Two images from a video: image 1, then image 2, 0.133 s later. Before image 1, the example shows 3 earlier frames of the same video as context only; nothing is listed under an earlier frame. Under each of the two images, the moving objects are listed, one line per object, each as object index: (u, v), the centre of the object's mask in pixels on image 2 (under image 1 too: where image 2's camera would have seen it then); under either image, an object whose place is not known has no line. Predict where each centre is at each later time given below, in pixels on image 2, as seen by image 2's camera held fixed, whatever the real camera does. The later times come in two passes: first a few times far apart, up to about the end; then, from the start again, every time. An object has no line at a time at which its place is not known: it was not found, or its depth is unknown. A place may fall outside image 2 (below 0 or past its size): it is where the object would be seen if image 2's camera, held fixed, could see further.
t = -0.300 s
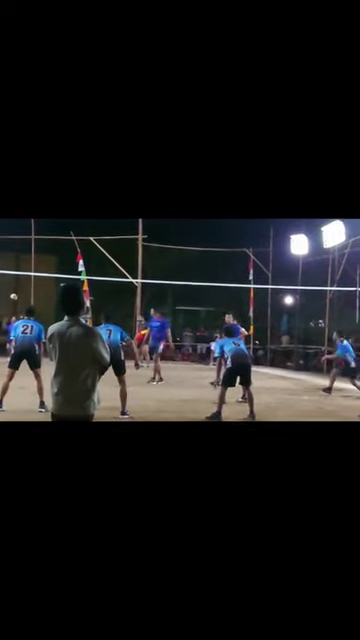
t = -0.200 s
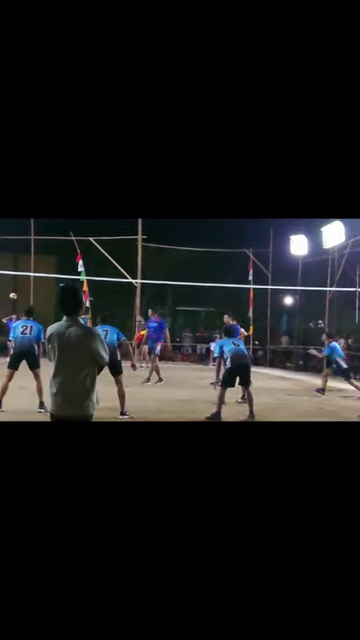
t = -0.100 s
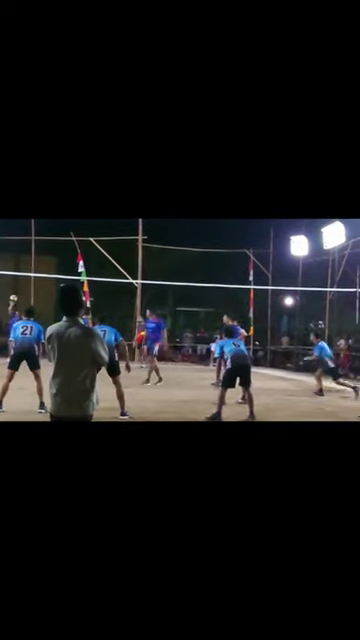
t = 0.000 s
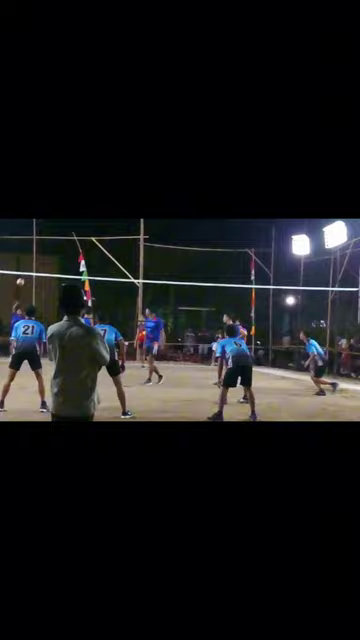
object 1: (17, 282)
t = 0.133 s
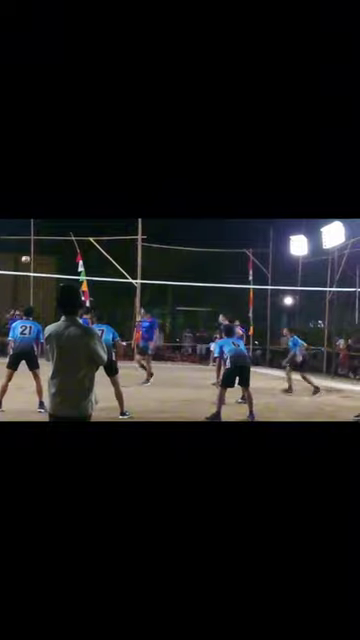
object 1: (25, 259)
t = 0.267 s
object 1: (32, 240)
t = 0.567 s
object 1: (50, 220)
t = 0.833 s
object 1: (70, 230)
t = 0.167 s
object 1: (27, 254)
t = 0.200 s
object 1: (29, 249)
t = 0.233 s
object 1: (30, 244)
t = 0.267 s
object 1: (32, 240)
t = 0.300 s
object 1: (34, 236)
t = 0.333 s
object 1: (36, 232)
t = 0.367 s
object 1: (37, 228)
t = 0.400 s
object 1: (39, 225)
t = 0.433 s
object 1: (41, 223)
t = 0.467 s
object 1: (44, 221)
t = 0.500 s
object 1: (45, 220)
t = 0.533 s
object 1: (48, 220)
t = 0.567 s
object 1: (50, 220)
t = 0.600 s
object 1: (52, 220)
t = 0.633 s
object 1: (56, 220)
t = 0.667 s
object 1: (58, 220)
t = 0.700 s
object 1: (60, 221)
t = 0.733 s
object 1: (63, 222)
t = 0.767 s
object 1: (65, 223)
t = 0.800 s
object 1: (68, 226)
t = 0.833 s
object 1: (70, 230)
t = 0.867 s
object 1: (73, 235)
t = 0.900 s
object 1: (76, 240)
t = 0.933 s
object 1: (79, 246)
